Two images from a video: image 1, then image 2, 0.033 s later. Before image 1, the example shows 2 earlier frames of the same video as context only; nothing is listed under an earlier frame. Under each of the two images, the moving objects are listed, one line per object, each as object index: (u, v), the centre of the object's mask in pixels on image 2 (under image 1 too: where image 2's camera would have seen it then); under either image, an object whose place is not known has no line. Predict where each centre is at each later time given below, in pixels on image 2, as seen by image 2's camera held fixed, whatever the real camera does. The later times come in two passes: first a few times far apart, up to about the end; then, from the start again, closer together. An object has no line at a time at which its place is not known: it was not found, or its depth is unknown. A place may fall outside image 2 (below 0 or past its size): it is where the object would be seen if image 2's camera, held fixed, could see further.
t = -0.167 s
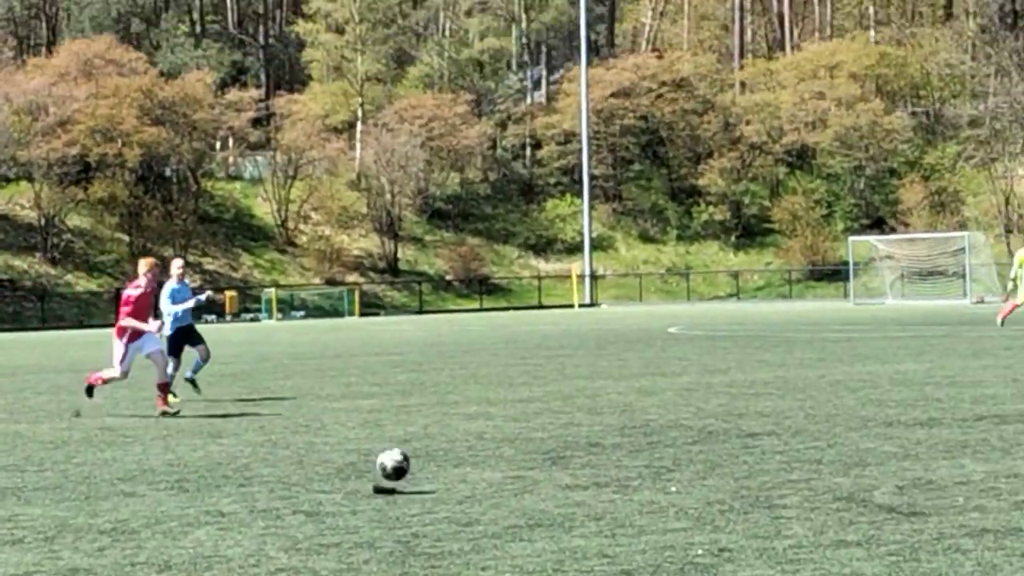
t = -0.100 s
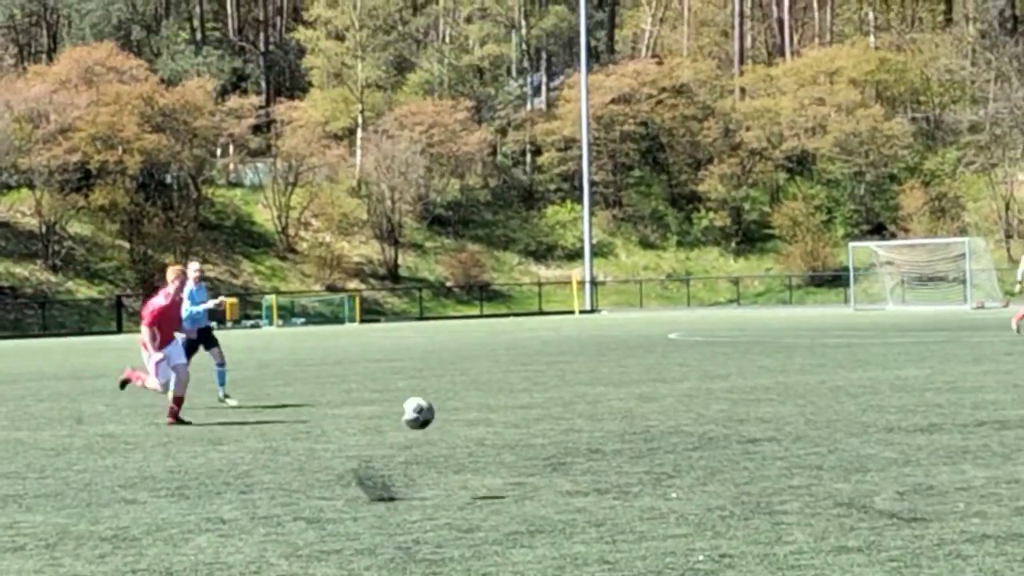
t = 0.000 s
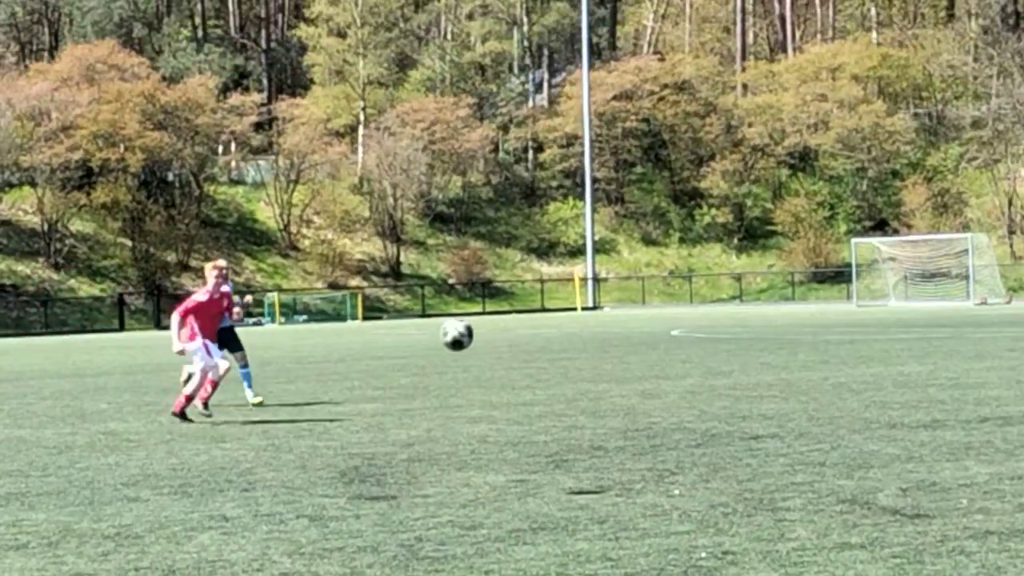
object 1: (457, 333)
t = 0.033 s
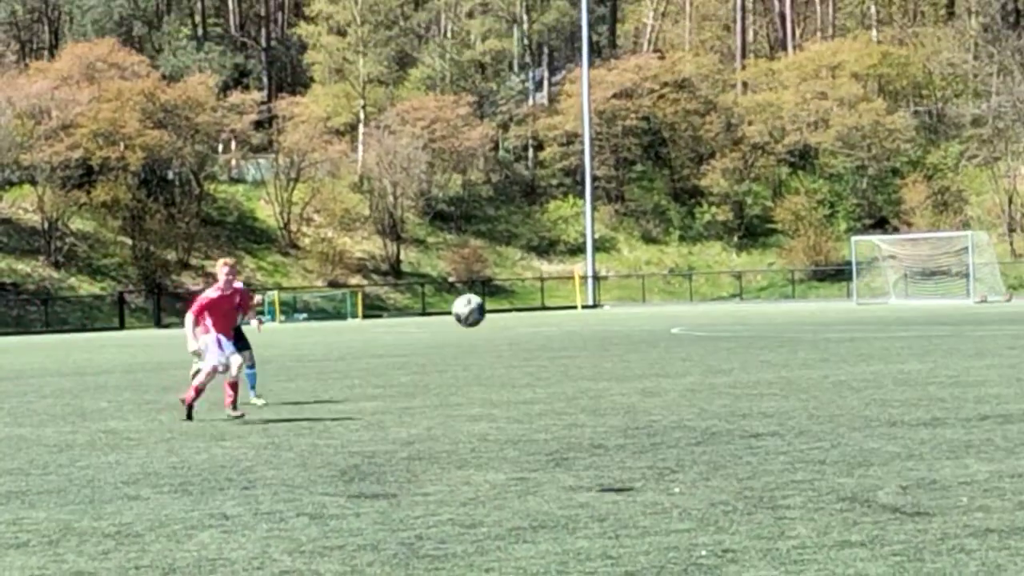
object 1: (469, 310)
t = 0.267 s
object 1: (558, 201)
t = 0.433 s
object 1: (625, 170)
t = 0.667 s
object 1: (722, 201)
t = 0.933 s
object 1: (838, 347)
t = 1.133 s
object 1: (925, 472)
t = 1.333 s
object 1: (1020, 373)
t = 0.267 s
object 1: (558, 201)
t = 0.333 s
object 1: (583, 185)
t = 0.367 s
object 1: (598, 177)
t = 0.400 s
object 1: (610, 173)
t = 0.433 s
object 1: (625, 170)
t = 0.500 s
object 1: (652, 171)
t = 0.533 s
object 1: (666, 172)
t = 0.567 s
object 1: (681, 178)
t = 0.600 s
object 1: (695, 185)
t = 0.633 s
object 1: (709, 193)
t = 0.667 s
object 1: (722, 201)
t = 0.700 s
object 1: (737, 212)
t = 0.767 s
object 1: (766, 243)
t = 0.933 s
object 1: (838, 347)
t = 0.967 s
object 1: (851, 373)
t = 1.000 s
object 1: (866, 401)
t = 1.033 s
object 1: (880, 431)
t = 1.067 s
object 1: (896, 463)
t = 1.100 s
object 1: (910, 492)
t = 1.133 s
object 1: (925, 472)
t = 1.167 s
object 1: (942, 451)
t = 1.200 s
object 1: (959, 432)
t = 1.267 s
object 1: (992, 400)
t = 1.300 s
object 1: (1008, 385)
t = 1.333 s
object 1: (1020, 373)
